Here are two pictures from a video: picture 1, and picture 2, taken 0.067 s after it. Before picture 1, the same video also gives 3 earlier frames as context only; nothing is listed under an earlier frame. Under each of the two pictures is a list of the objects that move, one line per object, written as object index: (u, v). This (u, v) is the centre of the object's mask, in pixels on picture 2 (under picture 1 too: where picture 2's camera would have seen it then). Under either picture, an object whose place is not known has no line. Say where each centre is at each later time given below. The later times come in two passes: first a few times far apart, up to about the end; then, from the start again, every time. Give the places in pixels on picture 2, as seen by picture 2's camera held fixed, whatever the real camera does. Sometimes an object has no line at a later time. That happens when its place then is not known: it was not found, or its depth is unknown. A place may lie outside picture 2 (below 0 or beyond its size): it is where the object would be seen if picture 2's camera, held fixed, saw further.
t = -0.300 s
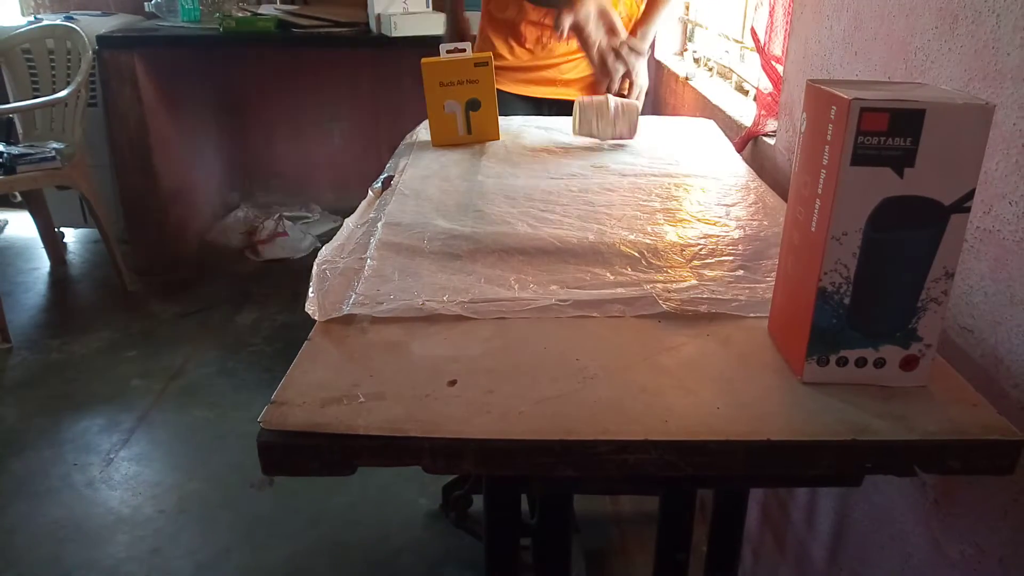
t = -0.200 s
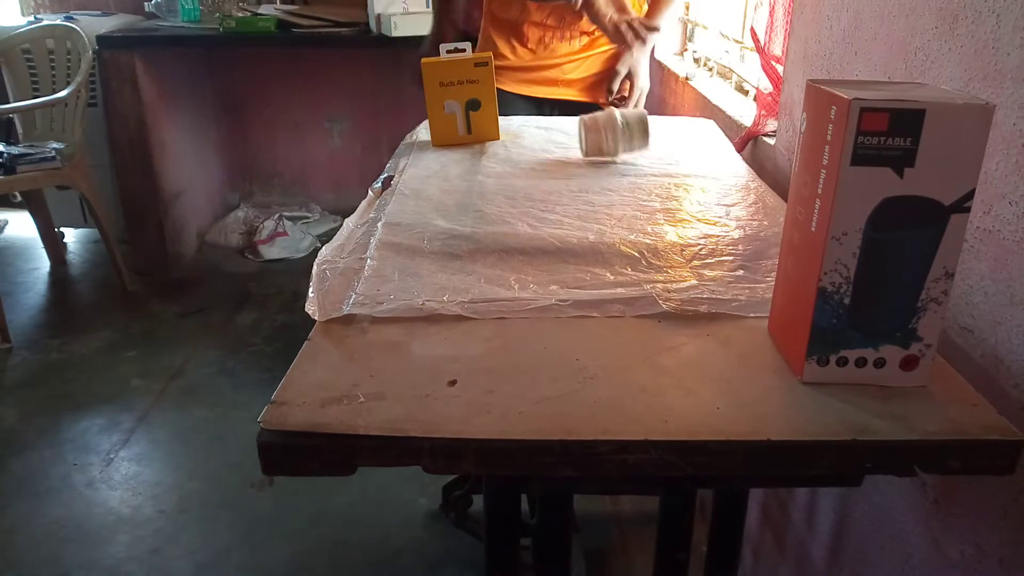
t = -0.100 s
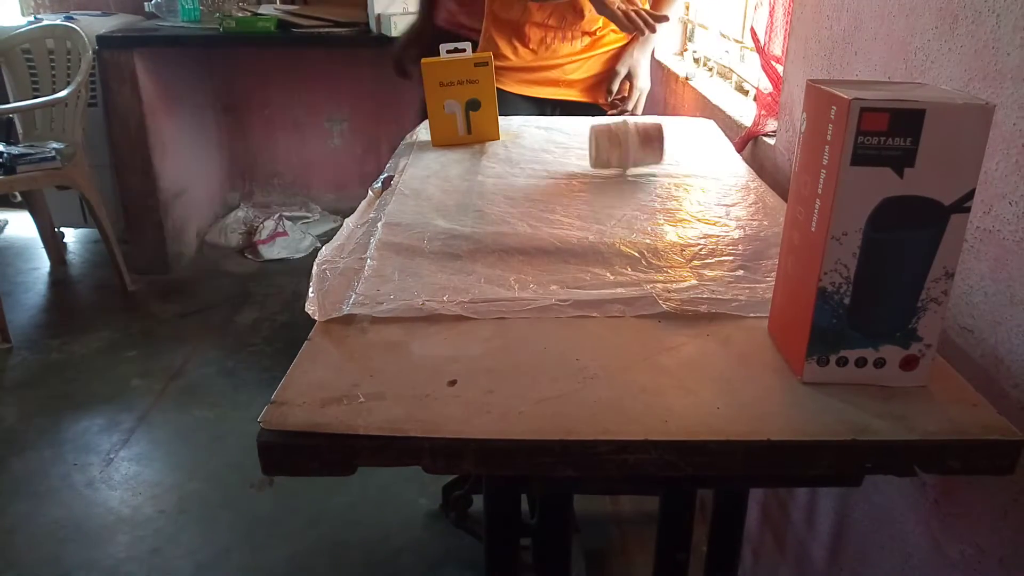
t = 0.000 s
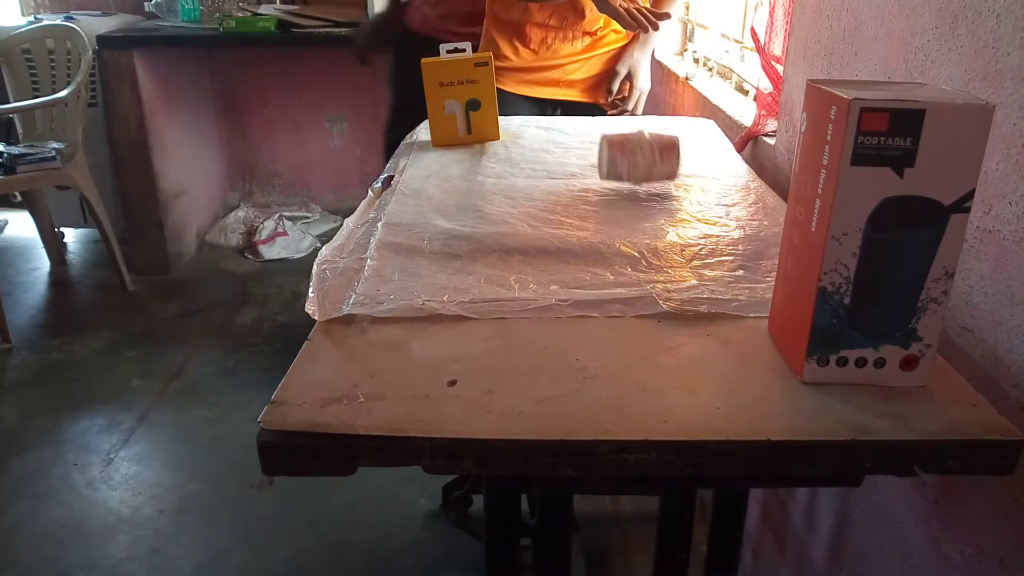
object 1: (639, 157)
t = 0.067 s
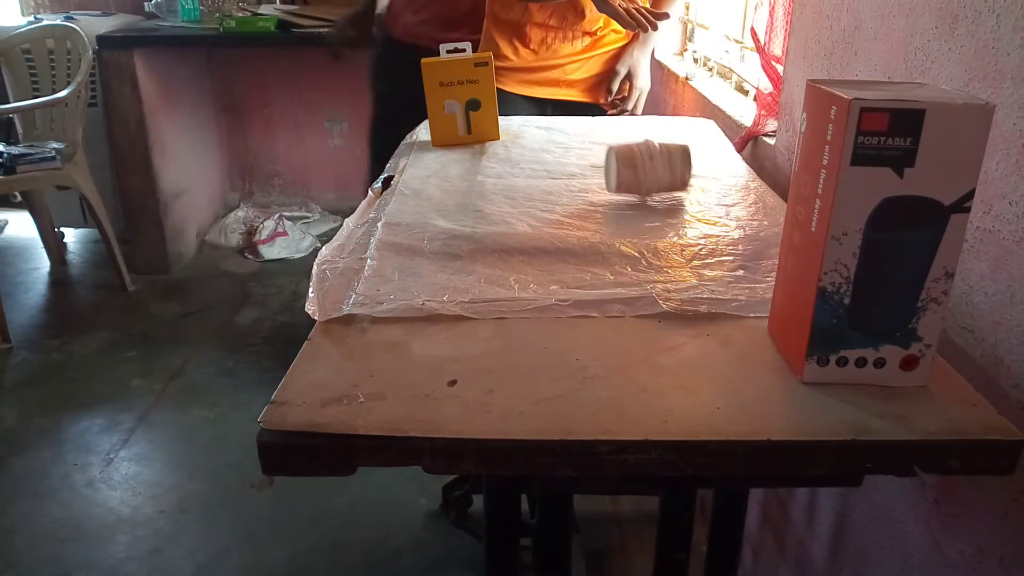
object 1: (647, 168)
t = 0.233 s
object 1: (671, 192)
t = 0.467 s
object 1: (704, 228)
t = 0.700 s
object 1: (708, 248)
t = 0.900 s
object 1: (720, 278)
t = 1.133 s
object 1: (723, 285)
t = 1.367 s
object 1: (723, 285)
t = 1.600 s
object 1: (724, 285)
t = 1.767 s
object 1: (723, 285)
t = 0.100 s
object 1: (652, 173)
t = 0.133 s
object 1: (657, 177)
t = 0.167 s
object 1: (663, 181)
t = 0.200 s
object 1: (668, 185)
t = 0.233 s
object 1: (671, 192)
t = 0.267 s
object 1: (677, 195)
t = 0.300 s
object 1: (682, 200)
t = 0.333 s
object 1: (688, 203)
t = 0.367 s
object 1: (692, 208)
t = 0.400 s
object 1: (697, 214)
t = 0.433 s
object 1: (701, 219)
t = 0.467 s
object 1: (704, 228)
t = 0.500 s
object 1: (705, 233)
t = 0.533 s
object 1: (706, 236)
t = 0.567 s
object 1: (707, 238)
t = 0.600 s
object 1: (708, 242)
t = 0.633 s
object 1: (708, 244)
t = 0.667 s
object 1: (708, 245)
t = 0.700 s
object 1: (708, 248)
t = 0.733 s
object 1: (711, 254)
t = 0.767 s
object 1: (717, 260)
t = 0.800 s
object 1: (721, 268)
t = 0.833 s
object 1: (721, 270)
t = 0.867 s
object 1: (720, 275)
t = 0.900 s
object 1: (720, 278)
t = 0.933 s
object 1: (719, 282)
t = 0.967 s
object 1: (720, 283)
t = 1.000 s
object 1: (720, 284)
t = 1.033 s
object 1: (721, 284)
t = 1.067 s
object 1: (722, 285)
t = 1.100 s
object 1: (723, 285)
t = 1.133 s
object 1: (723, 285)
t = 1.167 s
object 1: (723, 285)
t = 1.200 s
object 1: (723, 286)
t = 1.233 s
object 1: (723, 285)
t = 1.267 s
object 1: (723, 285)
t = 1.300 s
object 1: (723, 285)
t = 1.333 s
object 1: (723, 285)
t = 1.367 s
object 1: (723, 285)
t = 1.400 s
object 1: (723, 285)
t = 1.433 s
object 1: (723, 285)
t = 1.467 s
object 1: (723, 285)
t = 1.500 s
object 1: (723, 285)
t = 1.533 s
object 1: (723, 285)
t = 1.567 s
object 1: (724, 285)
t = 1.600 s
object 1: (724, 285)
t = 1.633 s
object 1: (724, 286)
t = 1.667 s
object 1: (724, 285)
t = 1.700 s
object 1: (724, 285)
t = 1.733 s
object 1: (724, 285)
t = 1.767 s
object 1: (723, 285)
